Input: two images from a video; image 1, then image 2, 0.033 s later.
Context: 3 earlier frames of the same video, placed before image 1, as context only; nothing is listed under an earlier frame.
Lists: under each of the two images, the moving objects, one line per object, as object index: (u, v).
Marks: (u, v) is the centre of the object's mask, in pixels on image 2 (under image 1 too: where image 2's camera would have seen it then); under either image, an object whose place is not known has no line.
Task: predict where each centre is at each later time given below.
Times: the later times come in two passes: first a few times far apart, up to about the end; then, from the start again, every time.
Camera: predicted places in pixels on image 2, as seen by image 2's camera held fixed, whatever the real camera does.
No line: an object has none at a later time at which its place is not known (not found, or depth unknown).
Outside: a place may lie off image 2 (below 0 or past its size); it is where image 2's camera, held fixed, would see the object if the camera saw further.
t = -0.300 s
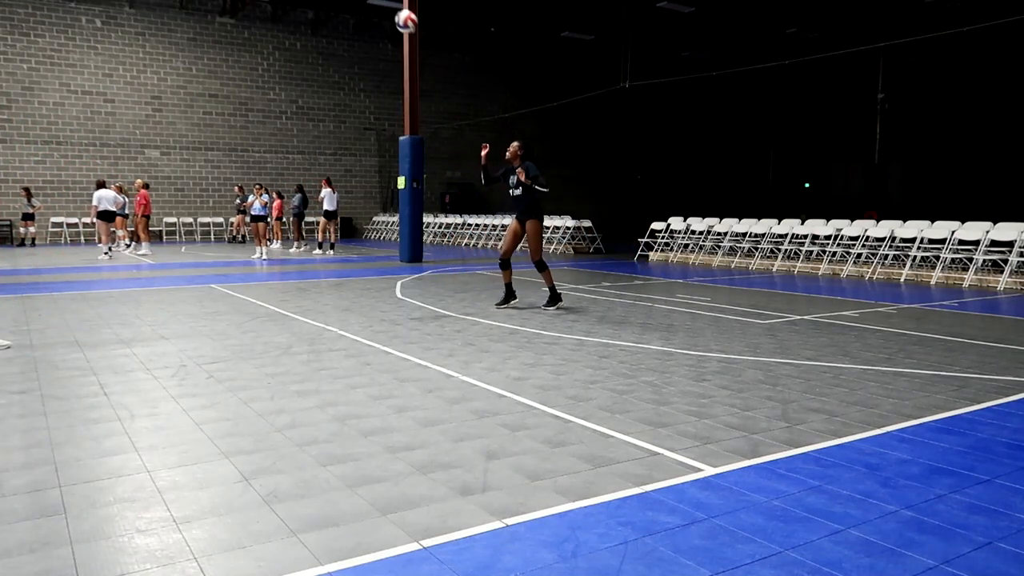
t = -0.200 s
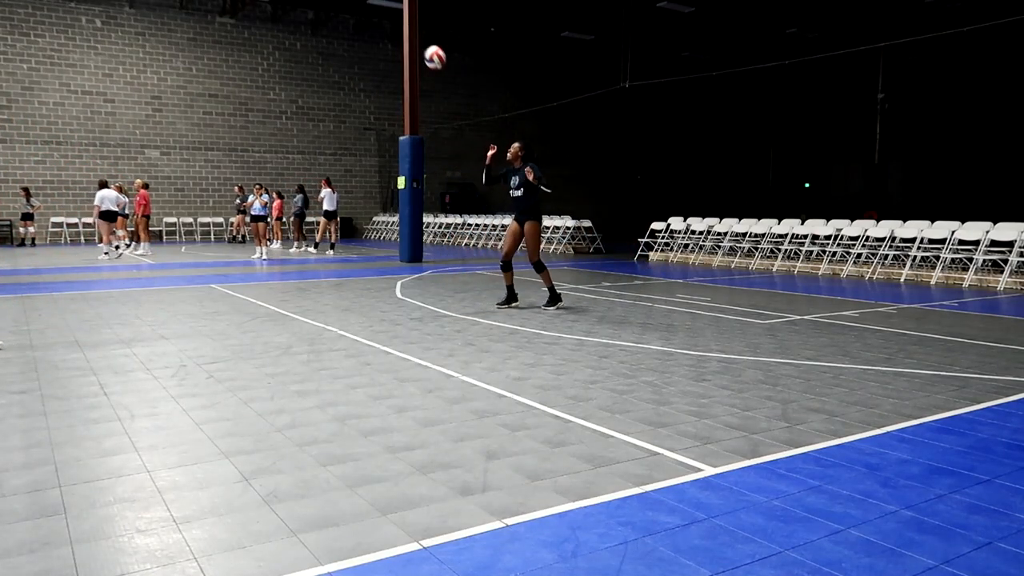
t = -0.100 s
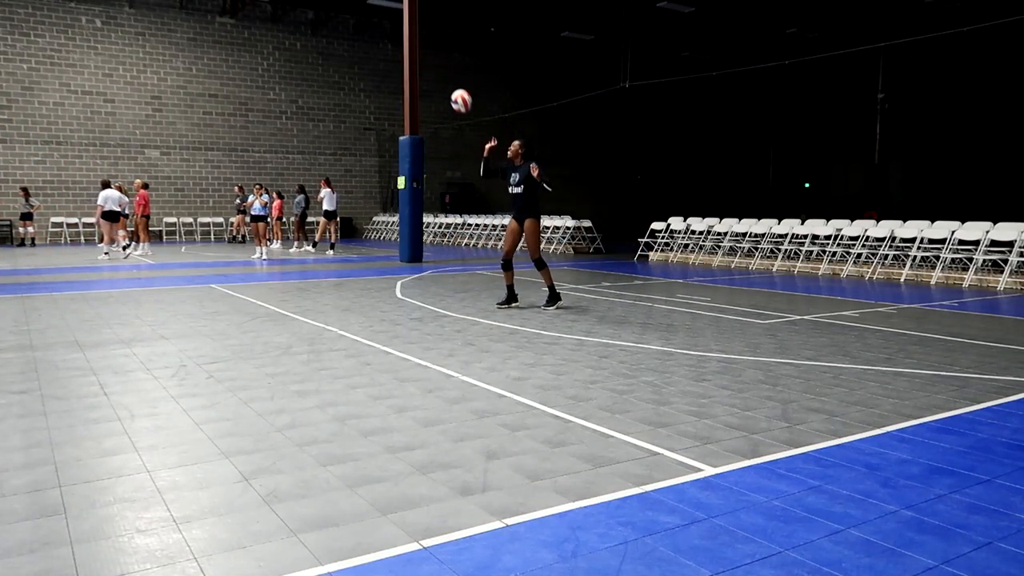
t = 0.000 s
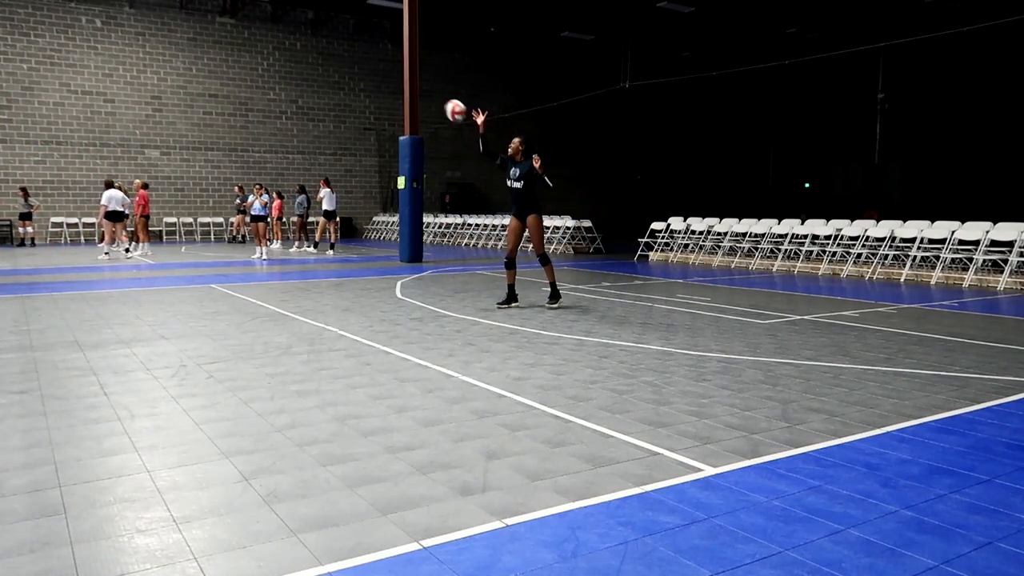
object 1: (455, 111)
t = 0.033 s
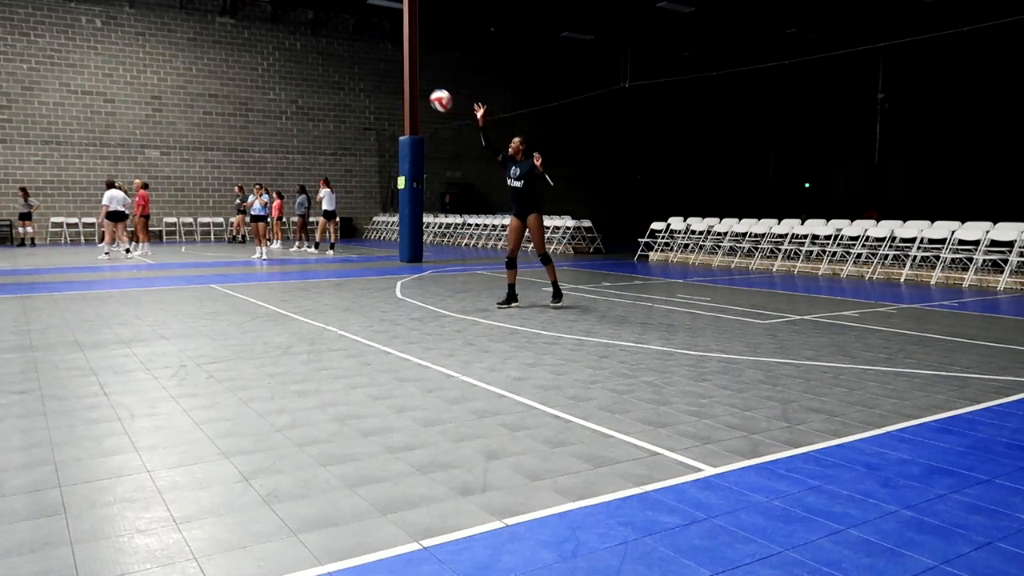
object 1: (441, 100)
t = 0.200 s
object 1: (367, 63)
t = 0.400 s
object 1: (270, 55)
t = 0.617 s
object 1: (159, 98)
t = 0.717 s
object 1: (106, 137)
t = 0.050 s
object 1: (434, 95)
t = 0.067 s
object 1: (427, 91)
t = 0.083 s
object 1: (419, 87)
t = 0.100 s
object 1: (412, 83)
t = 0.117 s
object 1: (404, 78)
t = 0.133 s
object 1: (396, 75)
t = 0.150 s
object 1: (389, 71)
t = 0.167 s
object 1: (382, 68)
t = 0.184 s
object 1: (374, 65)
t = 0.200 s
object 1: (367, 63)
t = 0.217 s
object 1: (359, 61)
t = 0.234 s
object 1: (351, 58)
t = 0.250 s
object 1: (343, 57)
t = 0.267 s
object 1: (335, 56)
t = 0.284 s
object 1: (327, 54)
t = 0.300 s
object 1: (319, 53)
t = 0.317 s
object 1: (312, 53)
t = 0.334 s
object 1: (303, 53)
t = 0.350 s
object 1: (296, 53)
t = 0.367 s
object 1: (287, 52)
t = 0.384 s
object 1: (279, 53)
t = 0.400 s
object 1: (270, 55)
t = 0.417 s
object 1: (262, 56)
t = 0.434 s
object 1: (254, 58)
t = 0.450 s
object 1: (245, 59)
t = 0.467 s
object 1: (237, 61)
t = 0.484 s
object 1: (229, 64)
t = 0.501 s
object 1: (221, 67)
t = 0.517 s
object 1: (211, 70)
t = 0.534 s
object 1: (203, 74)
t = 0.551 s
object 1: (195, 78)
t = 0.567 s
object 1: (186, 82)
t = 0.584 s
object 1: (177, 87)
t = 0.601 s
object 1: (168, 92)
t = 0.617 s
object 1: (159, 98)
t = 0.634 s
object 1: (150, 103)
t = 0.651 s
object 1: (141, 109)
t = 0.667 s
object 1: (132, 115)
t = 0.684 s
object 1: (124, 123)
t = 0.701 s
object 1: (115, 129)
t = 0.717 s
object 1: (106, 137)
